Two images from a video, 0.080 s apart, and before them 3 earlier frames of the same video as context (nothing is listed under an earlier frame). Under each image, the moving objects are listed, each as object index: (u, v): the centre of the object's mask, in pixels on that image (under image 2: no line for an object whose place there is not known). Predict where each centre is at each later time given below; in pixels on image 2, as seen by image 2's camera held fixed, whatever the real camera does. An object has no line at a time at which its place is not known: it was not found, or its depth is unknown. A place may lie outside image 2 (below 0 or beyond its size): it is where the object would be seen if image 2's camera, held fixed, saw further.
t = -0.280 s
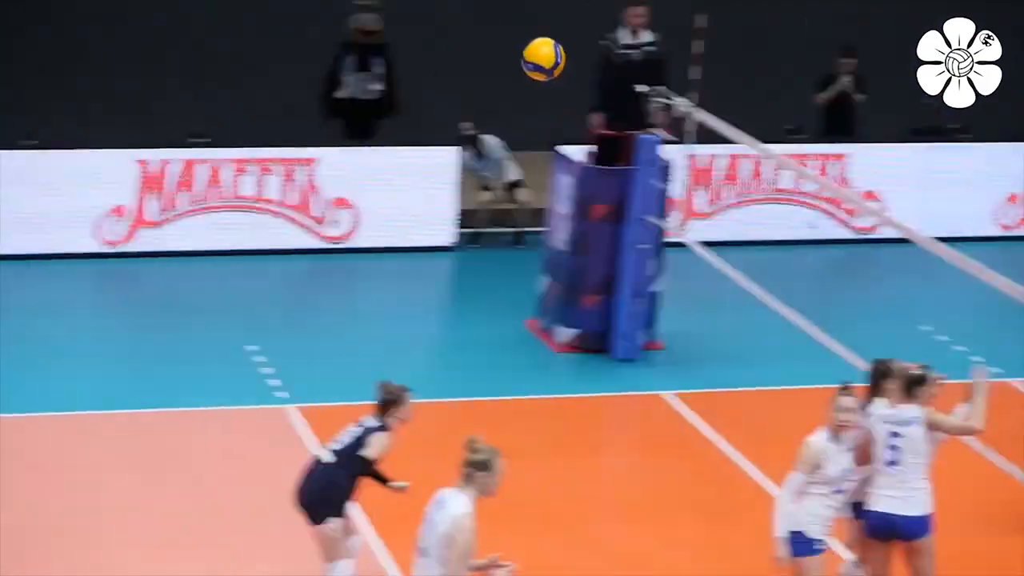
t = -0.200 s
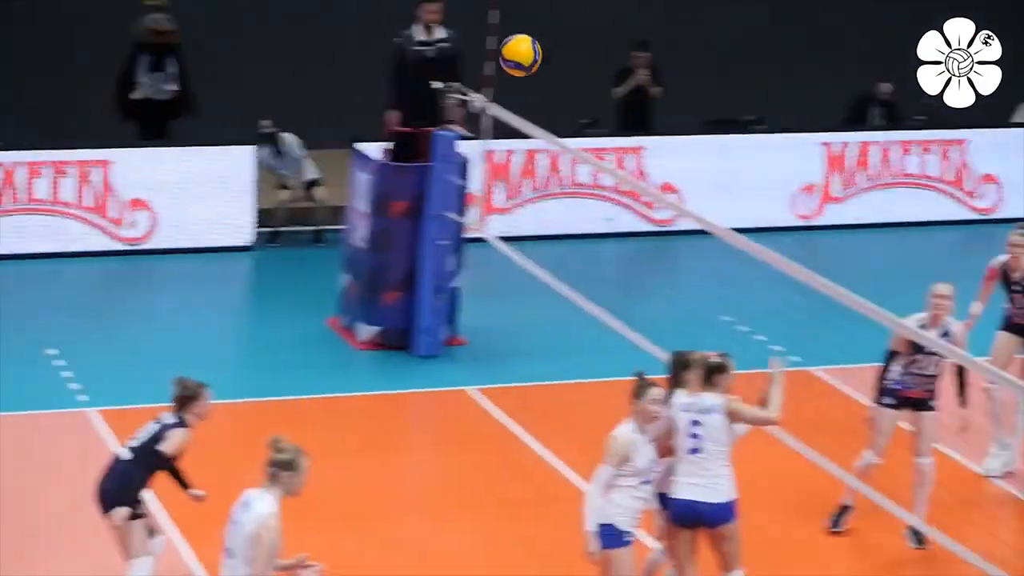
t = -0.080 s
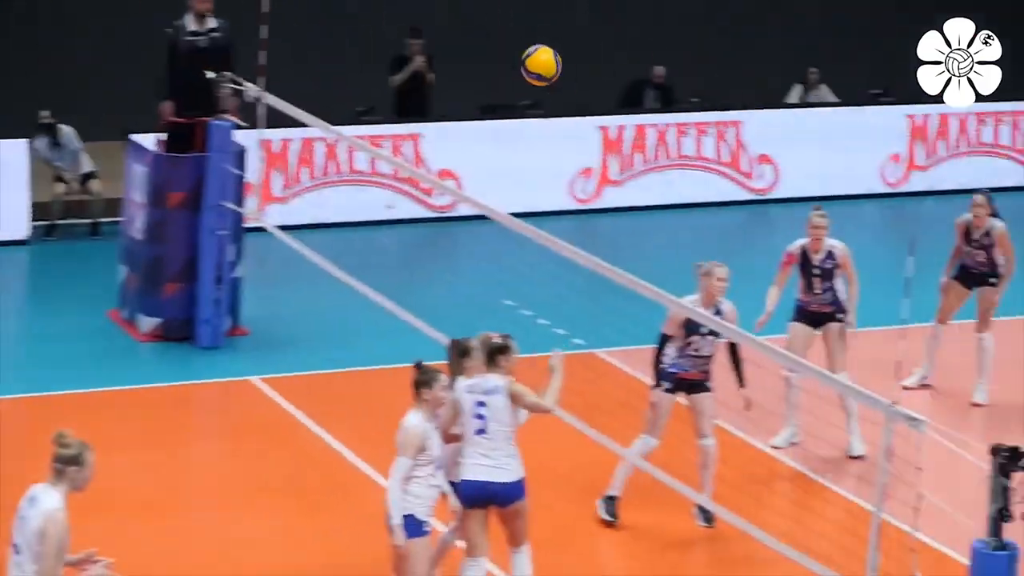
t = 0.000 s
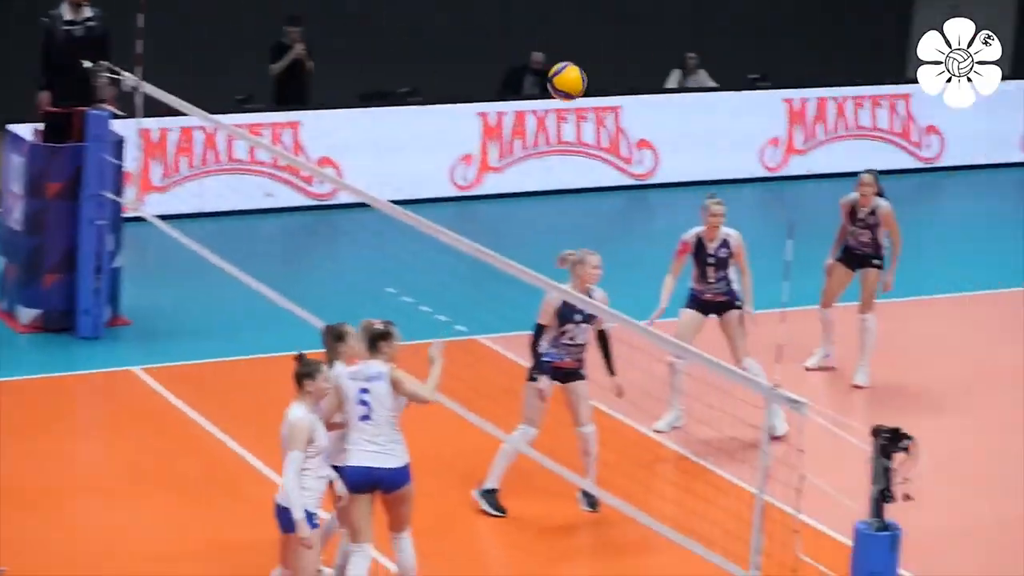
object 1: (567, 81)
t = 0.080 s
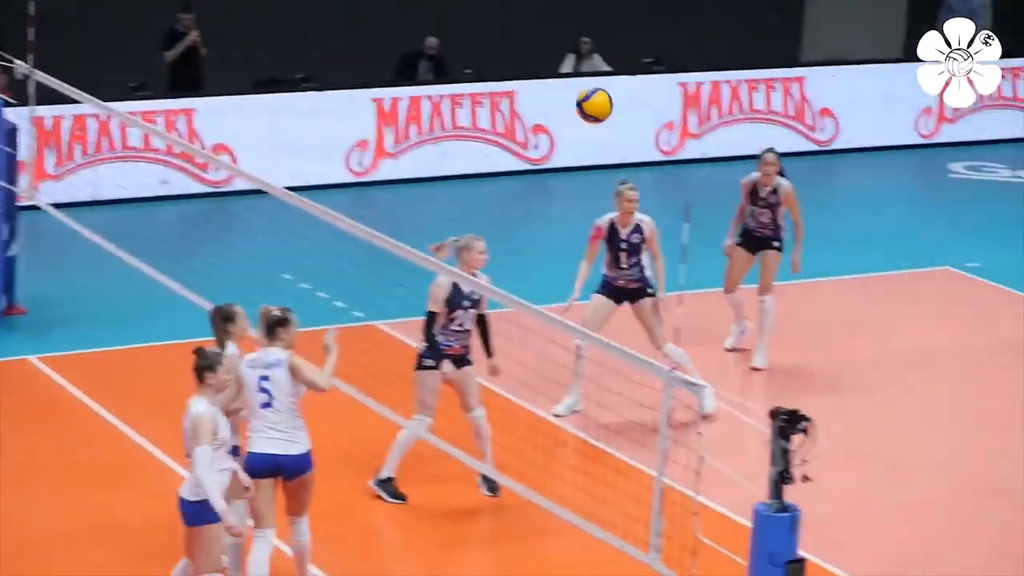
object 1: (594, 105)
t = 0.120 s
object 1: (656, 126)
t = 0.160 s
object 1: (713, 147)
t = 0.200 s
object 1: (768, 170)
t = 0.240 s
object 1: (822, 193)
